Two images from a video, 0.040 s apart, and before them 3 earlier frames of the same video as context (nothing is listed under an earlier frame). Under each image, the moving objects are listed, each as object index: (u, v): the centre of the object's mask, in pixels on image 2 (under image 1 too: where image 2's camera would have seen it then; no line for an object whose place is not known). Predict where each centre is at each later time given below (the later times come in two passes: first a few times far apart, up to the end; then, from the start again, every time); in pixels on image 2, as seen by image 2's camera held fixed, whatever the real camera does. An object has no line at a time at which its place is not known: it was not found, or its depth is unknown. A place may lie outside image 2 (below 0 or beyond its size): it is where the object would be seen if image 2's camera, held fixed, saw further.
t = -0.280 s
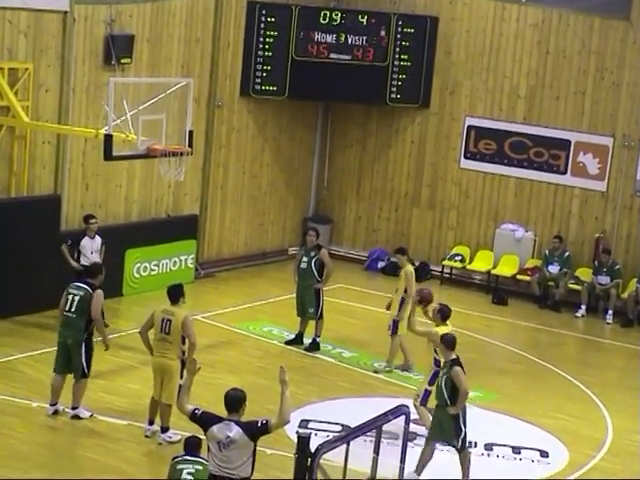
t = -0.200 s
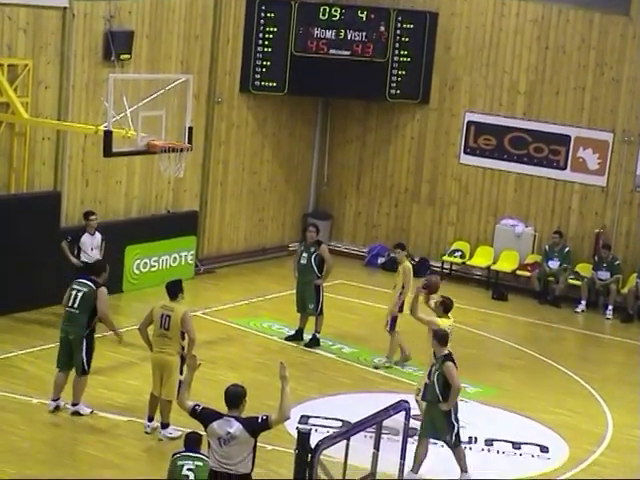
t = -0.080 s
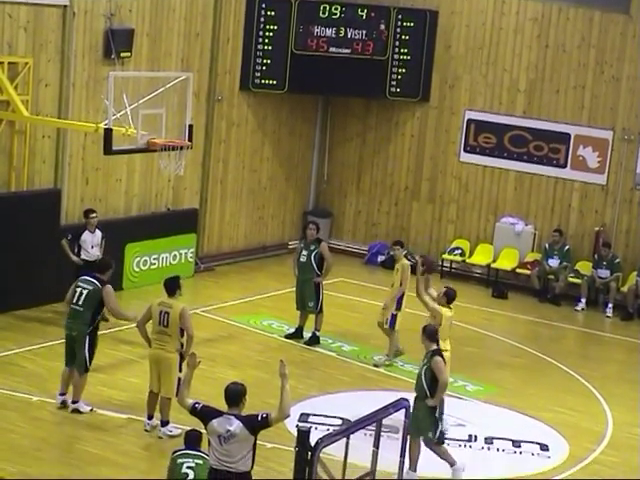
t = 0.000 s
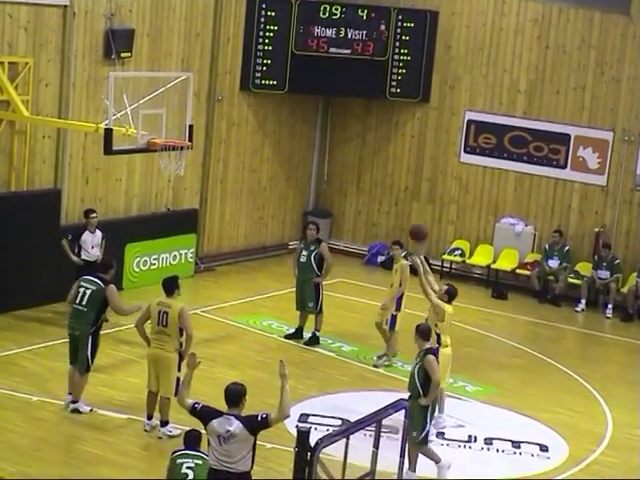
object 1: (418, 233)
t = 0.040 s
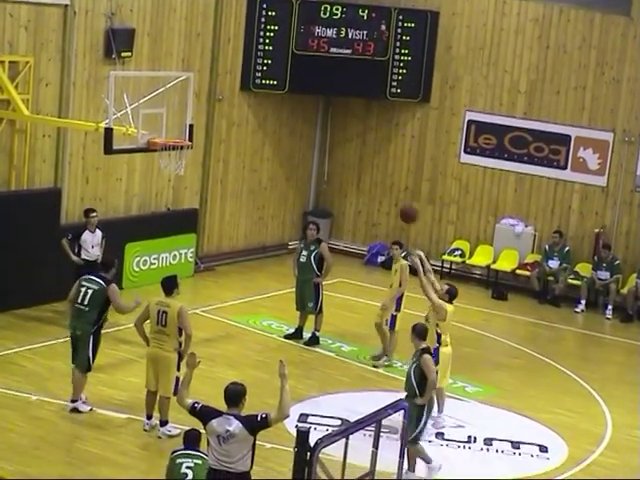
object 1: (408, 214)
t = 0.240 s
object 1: (359, 140)
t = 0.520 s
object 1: (291, 92)
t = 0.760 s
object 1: (230, 98)
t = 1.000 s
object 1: (174, 143)
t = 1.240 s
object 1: (135, 186)
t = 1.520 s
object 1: (97, 265)
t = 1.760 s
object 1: (79, 300)
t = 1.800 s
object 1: (81, 285)
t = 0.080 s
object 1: (398, 196)
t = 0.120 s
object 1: (388, 180)
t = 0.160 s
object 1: (378, 166)
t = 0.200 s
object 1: (369, 152)
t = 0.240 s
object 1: (359, 140)
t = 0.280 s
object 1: (349, 130)
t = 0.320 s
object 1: (339, 121)
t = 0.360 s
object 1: (329, 111)
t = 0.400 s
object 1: (320, 104)
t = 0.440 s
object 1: (310, 99)
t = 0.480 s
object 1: (299, 94)
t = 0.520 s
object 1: (291, 92)
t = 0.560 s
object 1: (281, 90)
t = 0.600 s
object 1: (269, 89)
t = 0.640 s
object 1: (258, 91)
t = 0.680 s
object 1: (250, 91)
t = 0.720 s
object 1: (241, 94)
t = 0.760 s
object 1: (230, 98)
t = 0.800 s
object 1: (221, 103)
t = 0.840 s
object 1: (211, 110)
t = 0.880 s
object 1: (201, 116)
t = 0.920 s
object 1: (191, 125)
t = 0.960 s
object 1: (182, 134)
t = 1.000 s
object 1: (174, 143)
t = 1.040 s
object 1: (162, 155)
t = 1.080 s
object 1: (156, 160)
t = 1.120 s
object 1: (151, 165)
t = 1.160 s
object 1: (146, 171)
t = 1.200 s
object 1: (141, 178)
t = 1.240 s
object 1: (135, 186)
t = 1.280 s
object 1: (130, 195)
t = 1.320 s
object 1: (125, 204)
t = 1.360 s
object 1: (120, 214)
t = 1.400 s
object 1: (115, 223)
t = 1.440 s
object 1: (108, 239)
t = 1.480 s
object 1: (103, 251)
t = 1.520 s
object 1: (97, 265)
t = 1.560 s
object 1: (93, 282)
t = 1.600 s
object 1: (85, 299)
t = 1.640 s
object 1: (80, 315)
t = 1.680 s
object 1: (75, 329)
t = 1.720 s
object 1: (77, 314)
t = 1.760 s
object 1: (79, 300)
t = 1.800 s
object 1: (81, 285)
